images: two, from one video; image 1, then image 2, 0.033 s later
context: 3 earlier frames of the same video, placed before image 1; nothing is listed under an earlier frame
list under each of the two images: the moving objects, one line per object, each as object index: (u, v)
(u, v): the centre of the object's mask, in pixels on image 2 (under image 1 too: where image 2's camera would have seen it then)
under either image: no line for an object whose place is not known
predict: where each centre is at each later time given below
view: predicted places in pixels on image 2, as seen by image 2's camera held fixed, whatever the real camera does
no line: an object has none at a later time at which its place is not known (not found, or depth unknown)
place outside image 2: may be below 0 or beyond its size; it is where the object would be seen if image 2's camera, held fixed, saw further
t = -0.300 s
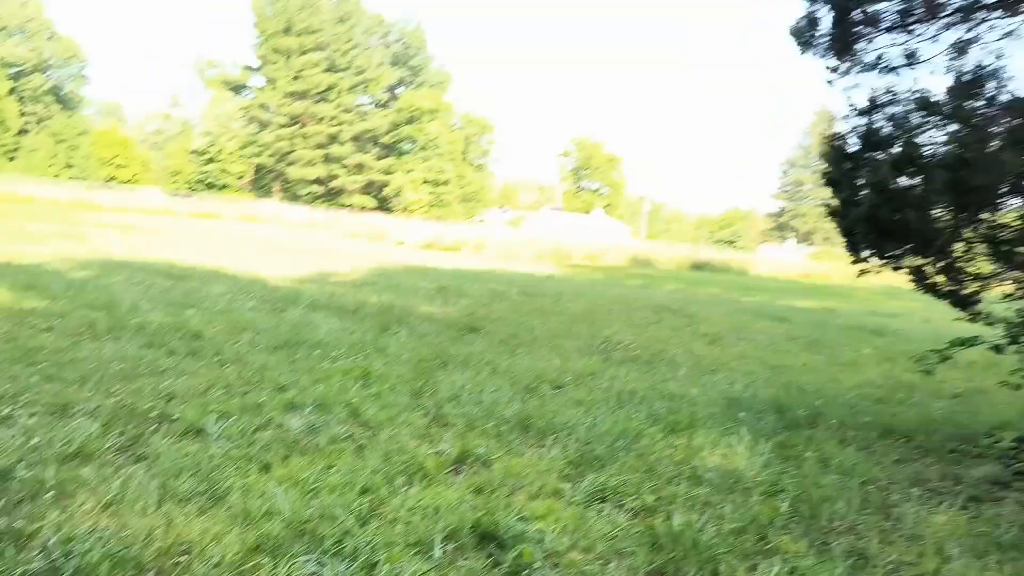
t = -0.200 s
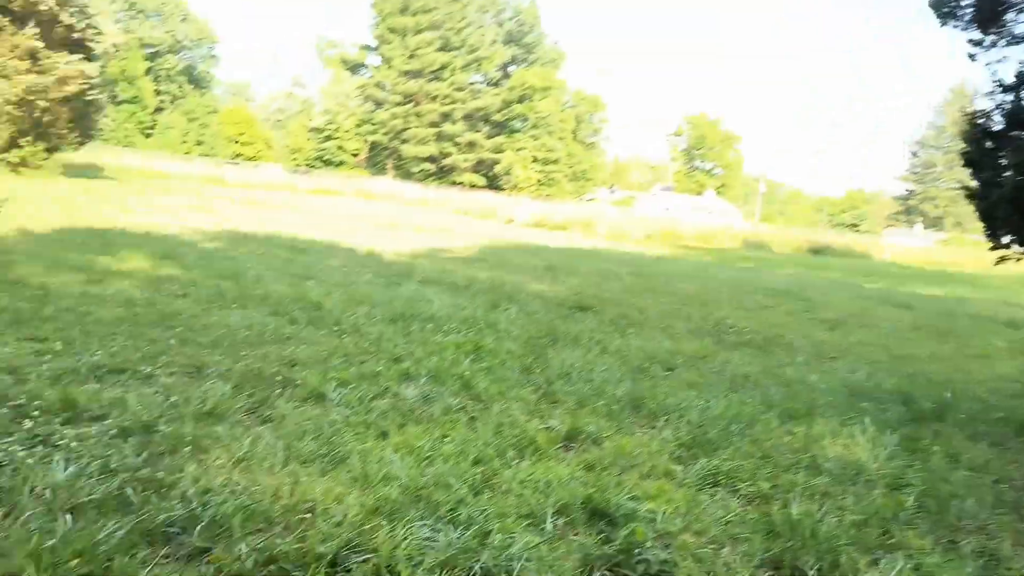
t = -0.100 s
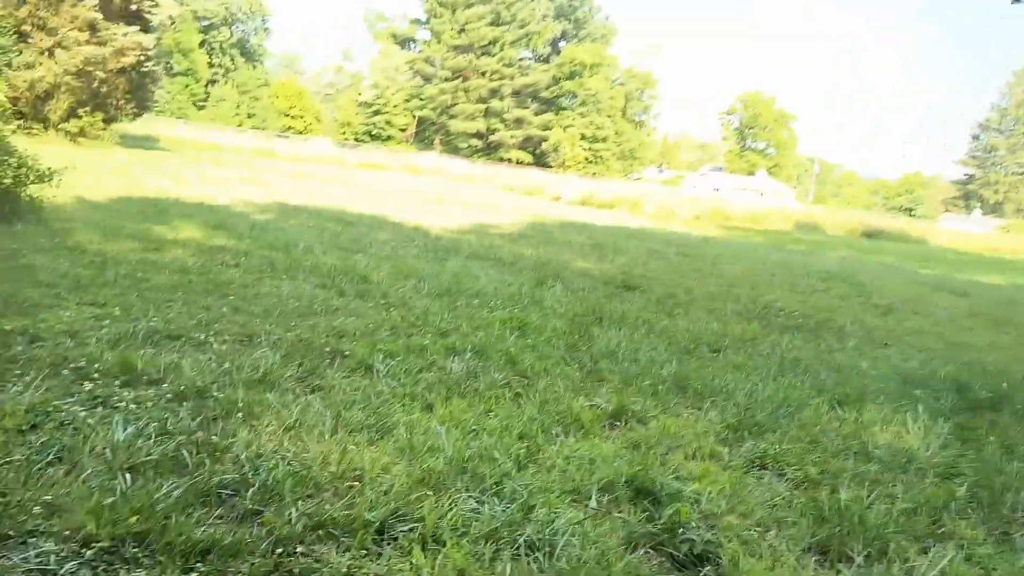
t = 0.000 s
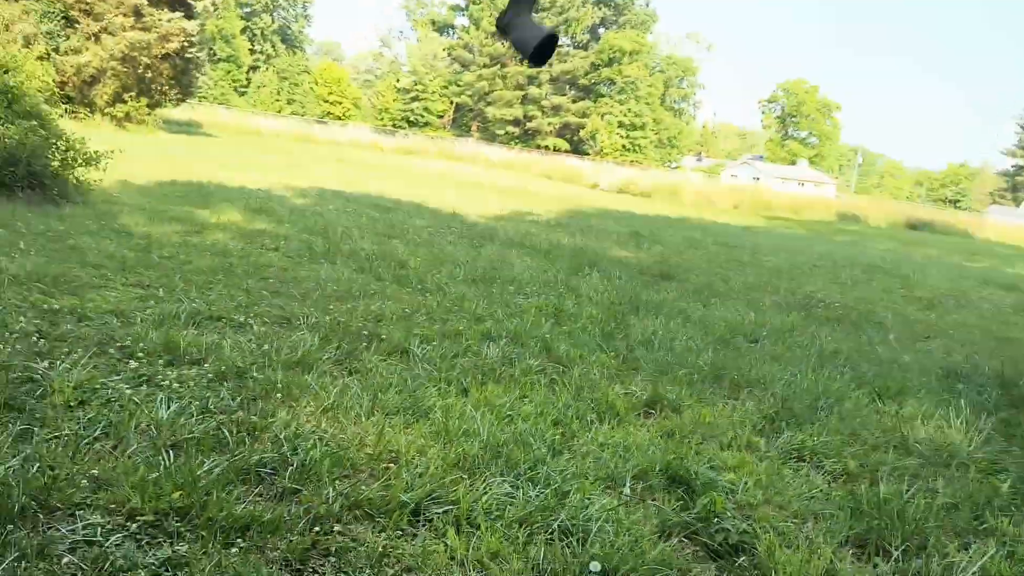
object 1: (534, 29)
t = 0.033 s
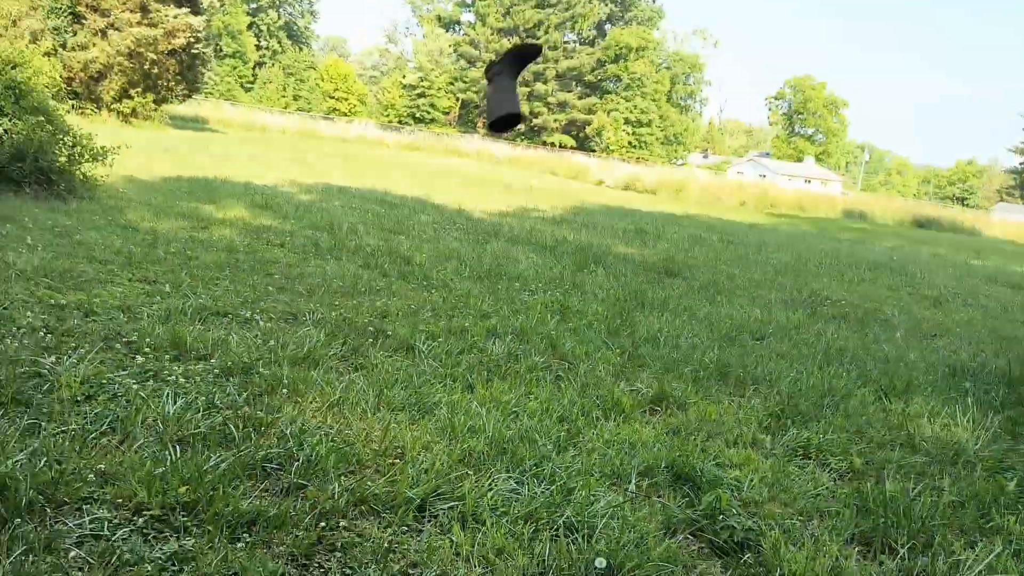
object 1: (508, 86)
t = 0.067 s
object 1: (483, 145)
